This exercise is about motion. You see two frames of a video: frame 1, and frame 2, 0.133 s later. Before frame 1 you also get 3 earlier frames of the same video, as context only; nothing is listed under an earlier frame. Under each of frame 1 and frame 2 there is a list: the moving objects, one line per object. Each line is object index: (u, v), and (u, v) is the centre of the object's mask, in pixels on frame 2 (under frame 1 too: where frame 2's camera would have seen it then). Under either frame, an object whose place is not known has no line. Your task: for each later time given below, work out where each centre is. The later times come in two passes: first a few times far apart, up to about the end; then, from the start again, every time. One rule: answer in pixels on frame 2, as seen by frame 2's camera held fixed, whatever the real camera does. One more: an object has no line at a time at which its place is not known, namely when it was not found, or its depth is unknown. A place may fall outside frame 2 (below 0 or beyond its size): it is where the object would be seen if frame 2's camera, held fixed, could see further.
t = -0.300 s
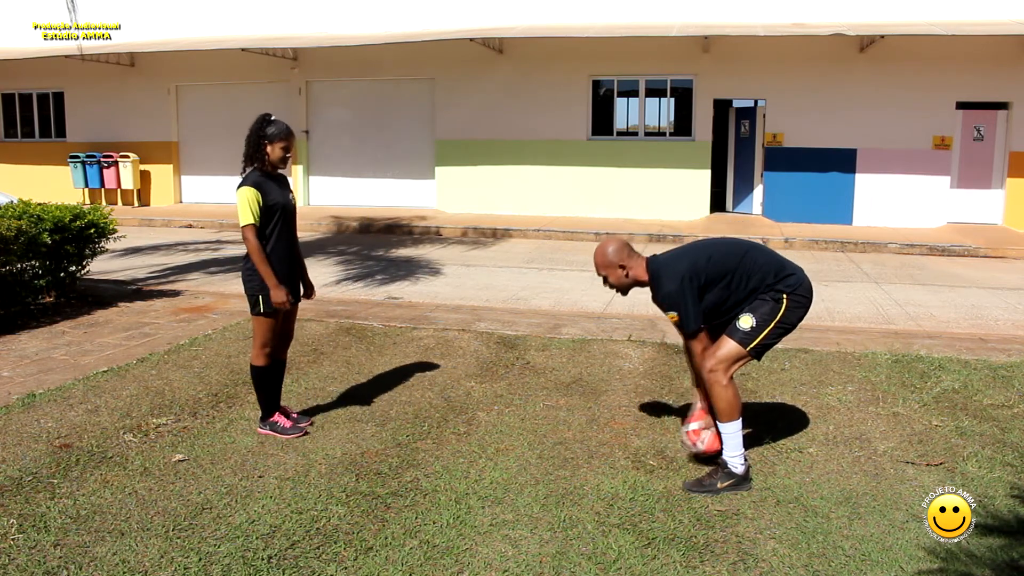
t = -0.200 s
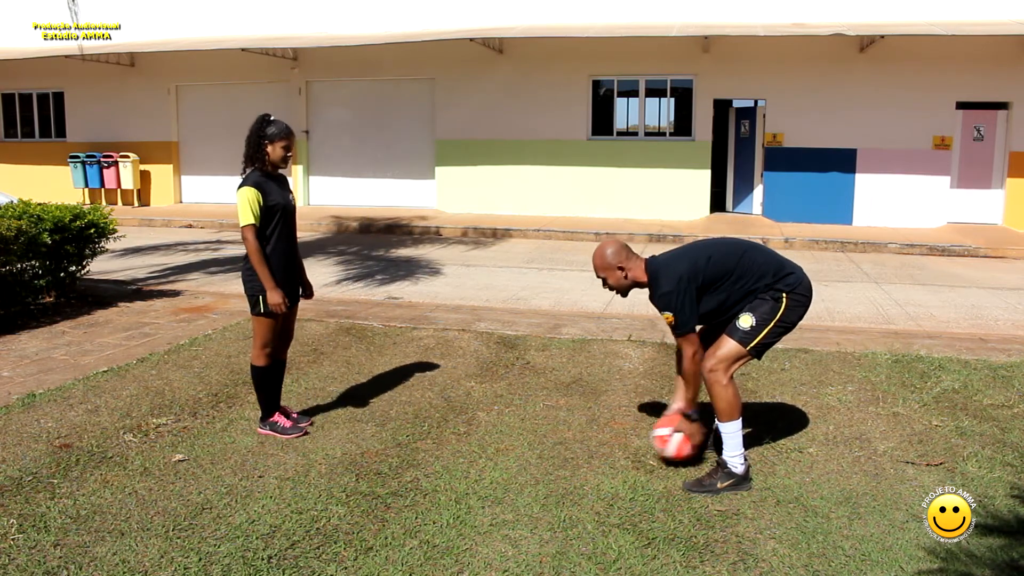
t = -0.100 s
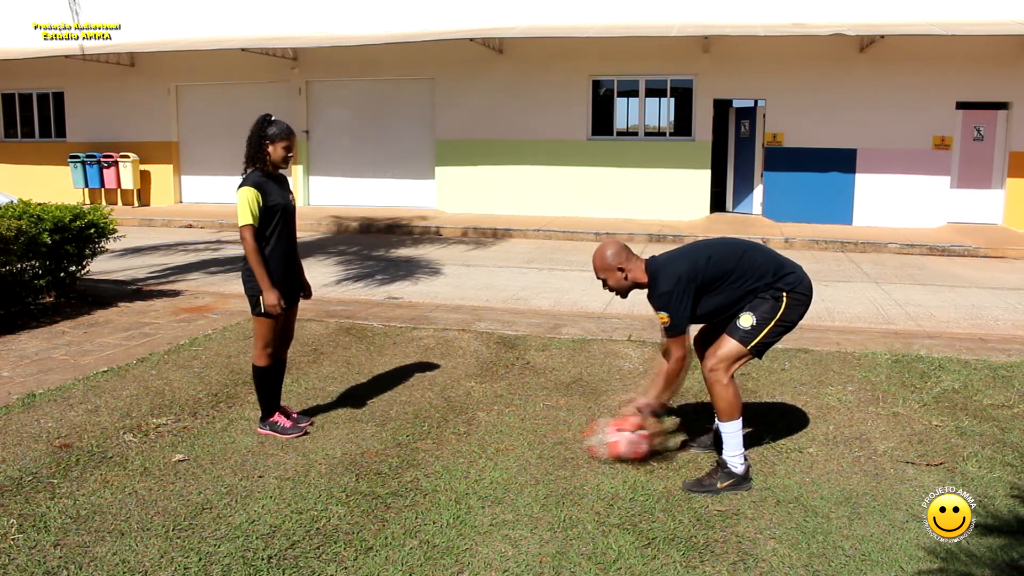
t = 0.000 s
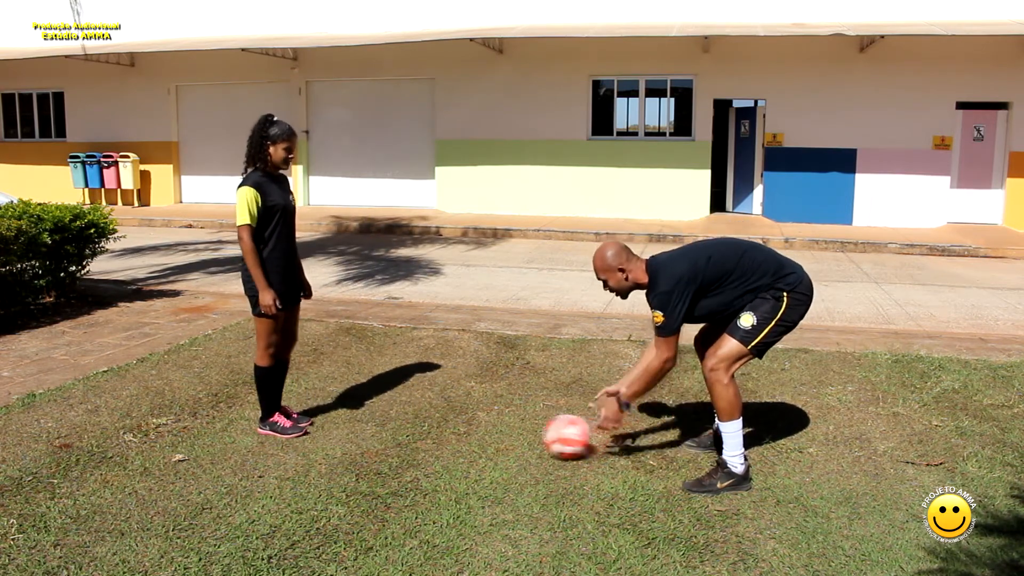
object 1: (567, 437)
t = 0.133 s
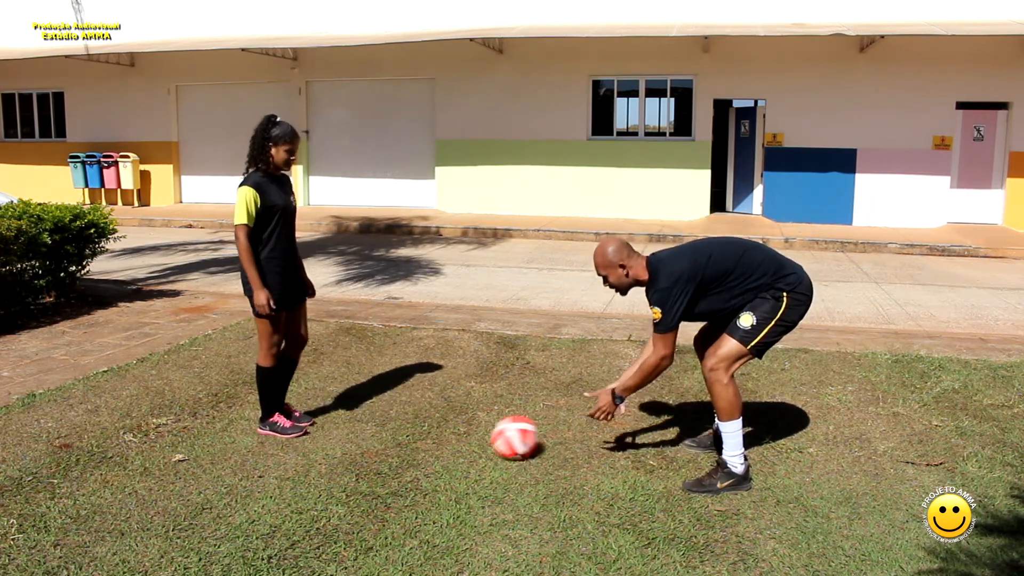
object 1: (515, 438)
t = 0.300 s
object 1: (450, 435)
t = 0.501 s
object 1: (375, 427)
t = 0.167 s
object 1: (498, 437)
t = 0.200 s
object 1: (489, 436)
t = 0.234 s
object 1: (476, 436)
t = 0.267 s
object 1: (466, 437)
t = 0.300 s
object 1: (450, 435)
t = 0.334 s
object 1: (435, 434)
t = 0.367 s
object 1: (426, 434)
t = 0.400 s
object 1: (412, 432)
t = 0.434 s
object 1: (403, 431)
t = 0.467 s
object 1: (389, 430)
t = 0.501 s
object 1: (375, 427)
